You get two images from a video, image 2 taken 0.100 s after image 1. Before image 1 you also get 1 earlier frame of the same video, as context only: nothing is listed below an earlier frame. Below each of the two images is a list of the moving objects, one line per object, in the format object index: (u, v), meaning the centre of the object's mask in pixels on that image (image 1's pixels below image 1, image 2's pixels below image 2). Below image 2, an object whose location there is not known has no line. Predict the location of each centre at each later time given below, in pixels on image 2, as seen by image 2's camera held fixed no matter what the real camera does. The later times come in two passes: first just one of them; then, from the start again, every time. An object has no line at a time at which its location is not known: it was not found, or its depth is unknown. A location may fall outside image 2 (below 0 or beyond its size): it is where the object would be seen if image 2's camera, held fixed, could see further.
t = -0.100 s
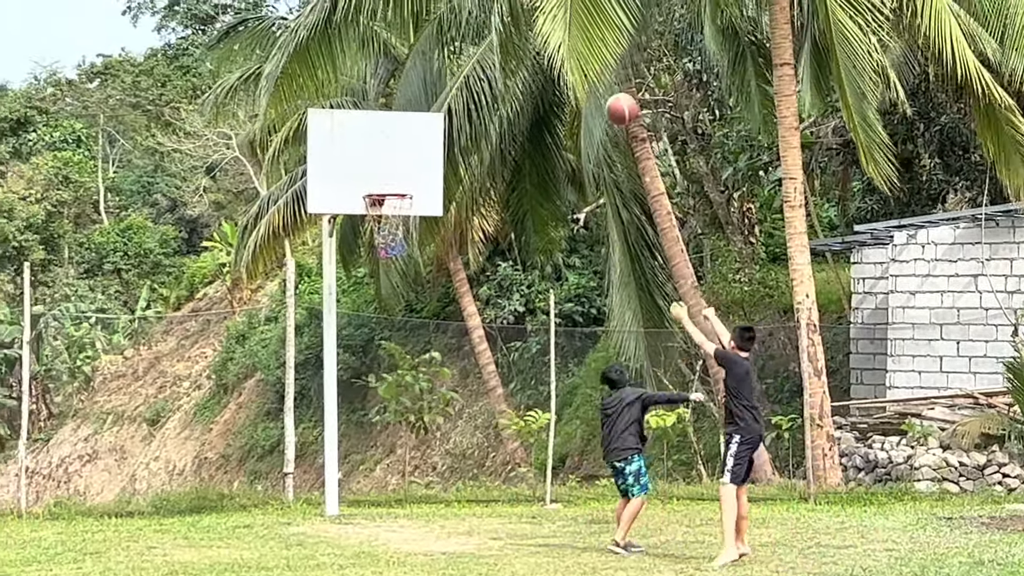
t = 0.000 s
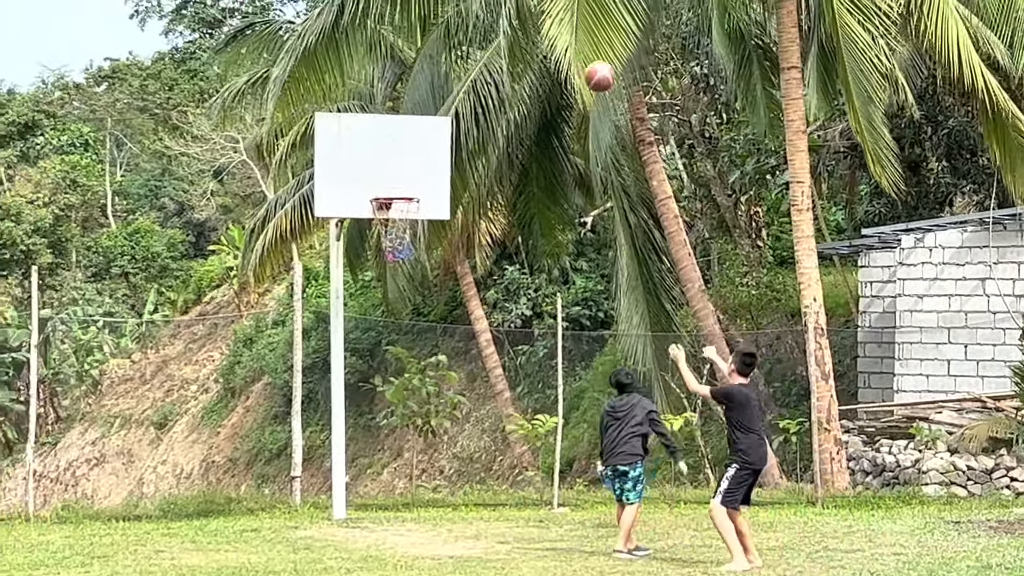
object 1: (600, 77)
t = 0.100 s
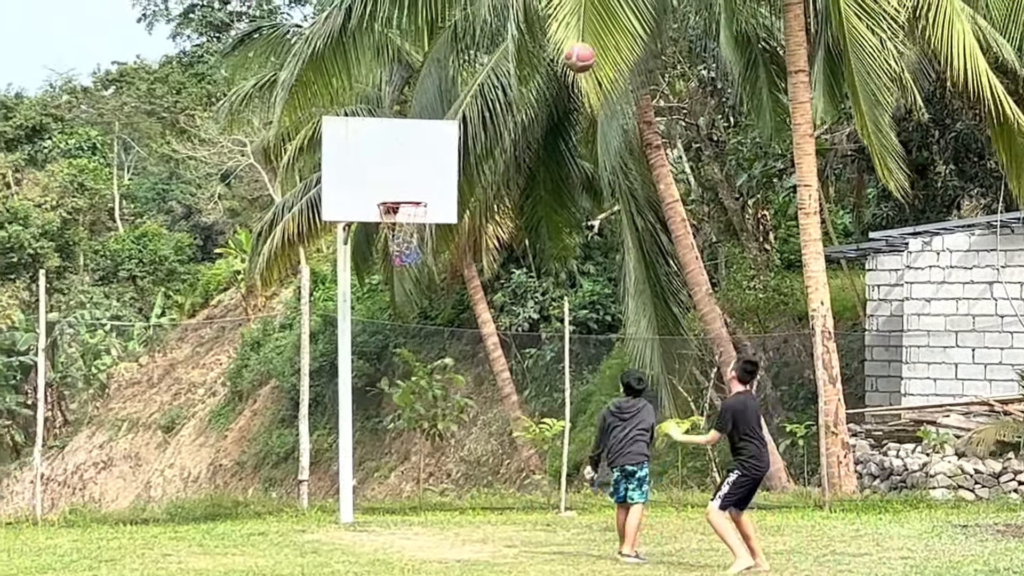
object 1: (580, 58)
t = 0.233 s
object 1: (542, 47)
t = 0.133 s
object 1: (571, 53)
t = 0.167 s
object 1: (561, 50)
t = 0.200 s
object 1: (551, 48)
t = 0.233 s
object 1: (542, 47)
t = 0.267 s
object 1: (534, 47)
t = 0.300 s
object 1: (526, 48)
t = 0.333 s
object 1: (517, 52)
